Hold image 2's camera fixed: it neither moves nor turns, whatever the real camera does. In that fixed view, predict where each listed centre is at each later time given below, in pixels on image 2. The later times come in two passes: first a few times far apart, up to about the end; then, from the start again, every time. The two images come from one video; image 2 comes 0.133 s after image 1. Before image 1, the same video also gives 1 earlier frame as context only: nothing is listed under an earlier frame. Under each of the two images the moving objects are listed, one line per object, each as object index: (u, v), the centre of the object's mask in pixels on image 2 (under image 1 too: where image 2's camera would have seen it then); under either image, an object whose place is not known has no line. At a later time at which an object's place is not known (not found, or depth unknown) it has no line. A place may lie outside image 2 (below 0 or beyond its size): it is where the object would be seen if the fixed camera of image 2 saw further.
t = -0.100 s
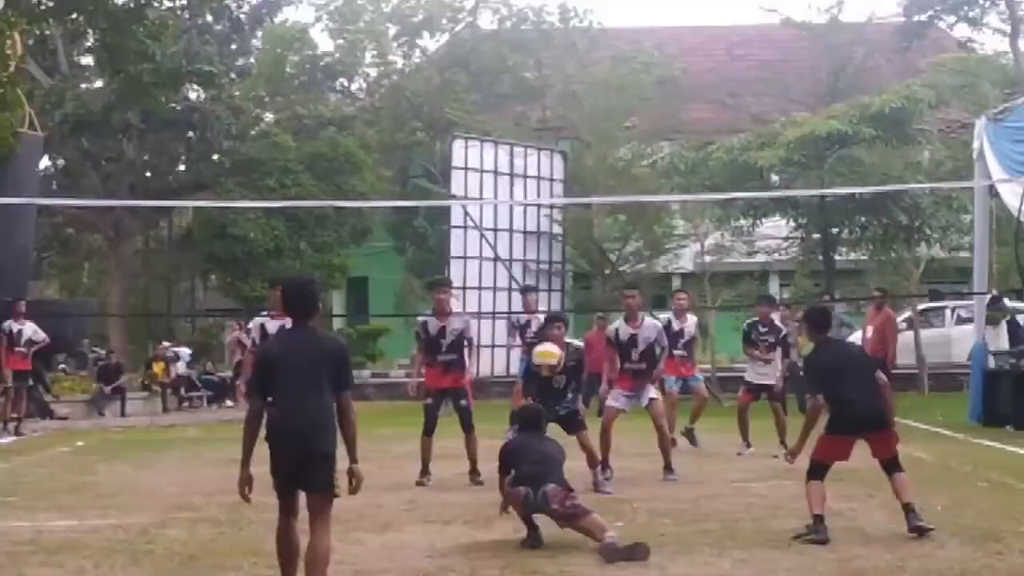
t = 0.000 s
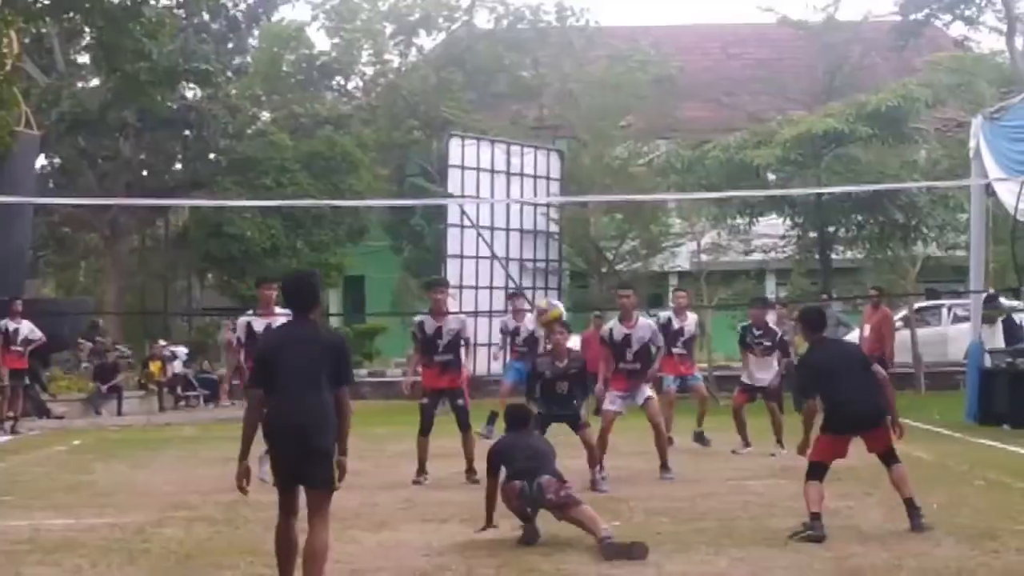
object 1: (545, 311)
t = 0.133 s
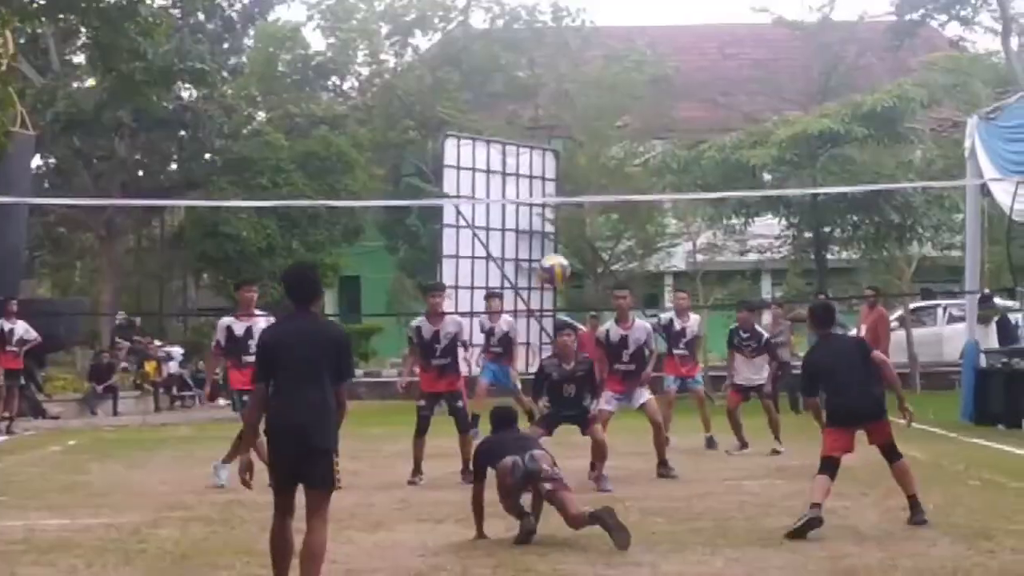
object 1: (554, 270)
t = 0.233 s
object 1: (560, 255)
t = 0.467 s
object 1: (577, 271)
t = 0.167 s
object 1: (557, 263)
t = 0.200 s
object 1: (558, 258)
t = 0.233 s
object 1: (560, 255)
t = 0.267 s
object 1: (563, 252)
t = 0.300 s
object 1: (568, 253)
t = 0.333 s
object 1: (569, 254)
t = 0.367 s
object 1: (571, 257)
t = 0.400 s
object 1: (573, 261)
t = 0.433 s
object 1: (575, 262)
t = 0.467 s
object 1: (577, 271)
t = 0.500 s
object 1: (579, 278)
